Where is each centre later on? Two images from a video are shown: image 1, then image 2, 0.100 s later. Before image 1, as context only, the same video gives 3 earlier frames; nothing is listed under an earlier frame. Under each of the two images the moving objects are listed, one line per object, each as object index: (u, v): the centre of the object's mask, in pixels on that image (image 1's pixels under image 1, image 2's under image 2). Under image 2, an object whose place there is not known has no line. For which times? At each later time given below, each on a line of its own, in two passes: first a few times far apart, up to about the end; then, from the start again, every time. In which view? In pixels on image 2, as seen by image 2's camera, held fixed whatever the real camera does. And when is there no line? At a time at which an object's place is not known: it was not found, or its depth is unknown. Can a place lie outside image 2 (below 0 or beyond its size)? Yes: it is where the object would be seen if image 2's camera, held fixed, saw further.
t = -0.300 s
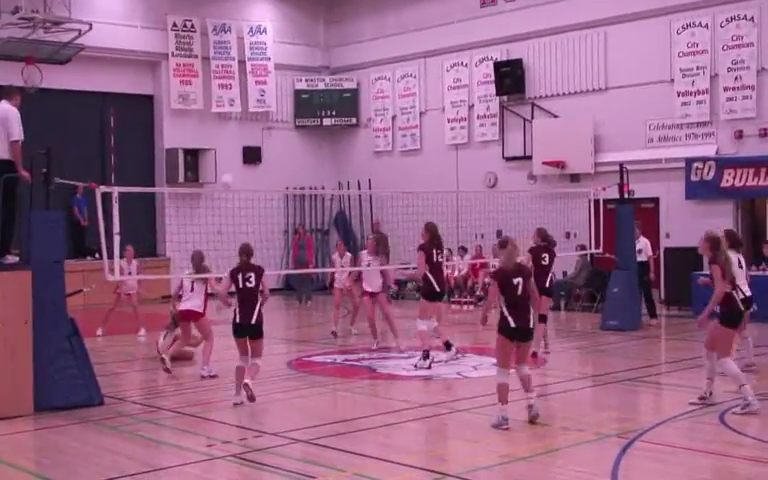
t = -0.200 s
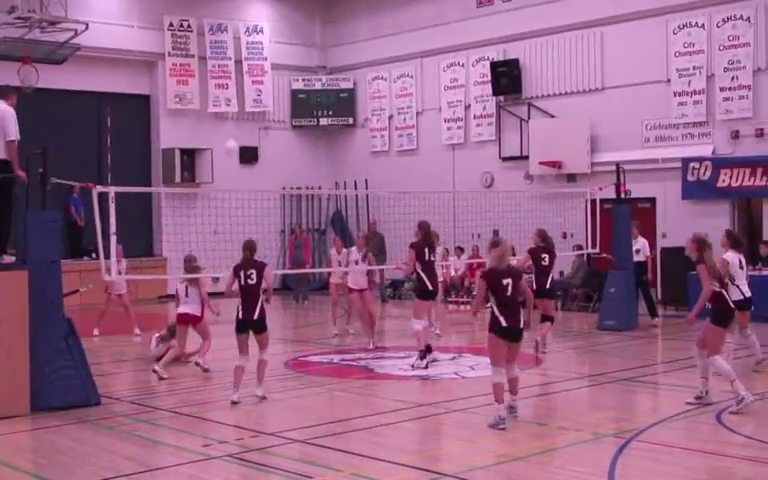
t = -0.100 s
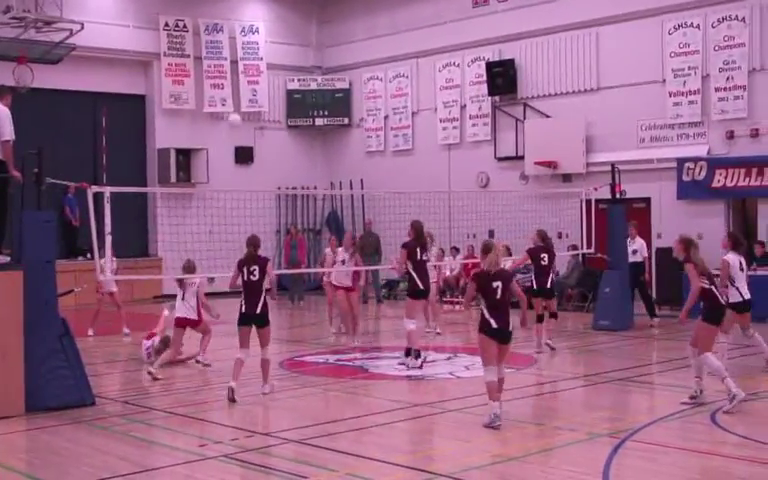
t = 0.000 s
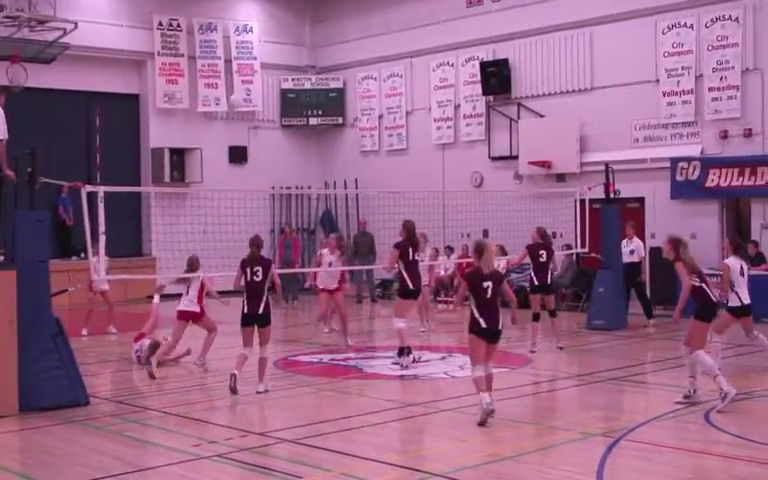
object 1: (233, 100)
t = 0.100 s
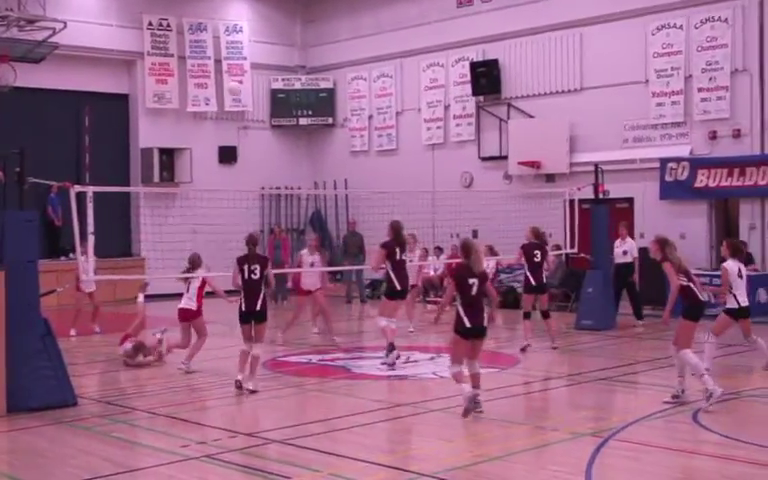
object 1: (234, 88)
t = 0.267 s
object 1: (247, 84)
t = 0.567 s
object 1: (271, 120)
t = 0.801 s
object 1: (291, 192)
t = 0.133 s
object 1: (236, 86)
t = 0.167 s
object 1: (238, 83)
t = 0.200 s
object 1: (241, 84)
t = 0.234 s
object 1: (244, 83)
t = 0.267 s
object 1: (247, 84)
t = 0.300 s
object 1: (249, 84)
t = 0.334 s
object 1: (251, 86)
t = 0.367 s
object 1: (255, 88)
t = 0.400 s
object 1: (256, 92)
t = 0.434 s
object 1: (260, 96)
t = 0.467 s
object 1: (264, 100)
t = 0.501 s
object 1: (267, 106)
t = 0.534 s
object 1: (269, 114)
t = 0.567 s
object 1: (271, 120)
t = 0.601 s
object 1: (275, 128)
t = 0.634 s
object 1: (278, 136)
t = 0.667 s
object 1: (280, 146)
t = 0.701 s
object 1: (283, 157)
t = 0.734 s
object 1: (285, 166)
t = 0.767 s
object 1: (288, 180)
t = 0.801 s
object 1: (291, 192)
